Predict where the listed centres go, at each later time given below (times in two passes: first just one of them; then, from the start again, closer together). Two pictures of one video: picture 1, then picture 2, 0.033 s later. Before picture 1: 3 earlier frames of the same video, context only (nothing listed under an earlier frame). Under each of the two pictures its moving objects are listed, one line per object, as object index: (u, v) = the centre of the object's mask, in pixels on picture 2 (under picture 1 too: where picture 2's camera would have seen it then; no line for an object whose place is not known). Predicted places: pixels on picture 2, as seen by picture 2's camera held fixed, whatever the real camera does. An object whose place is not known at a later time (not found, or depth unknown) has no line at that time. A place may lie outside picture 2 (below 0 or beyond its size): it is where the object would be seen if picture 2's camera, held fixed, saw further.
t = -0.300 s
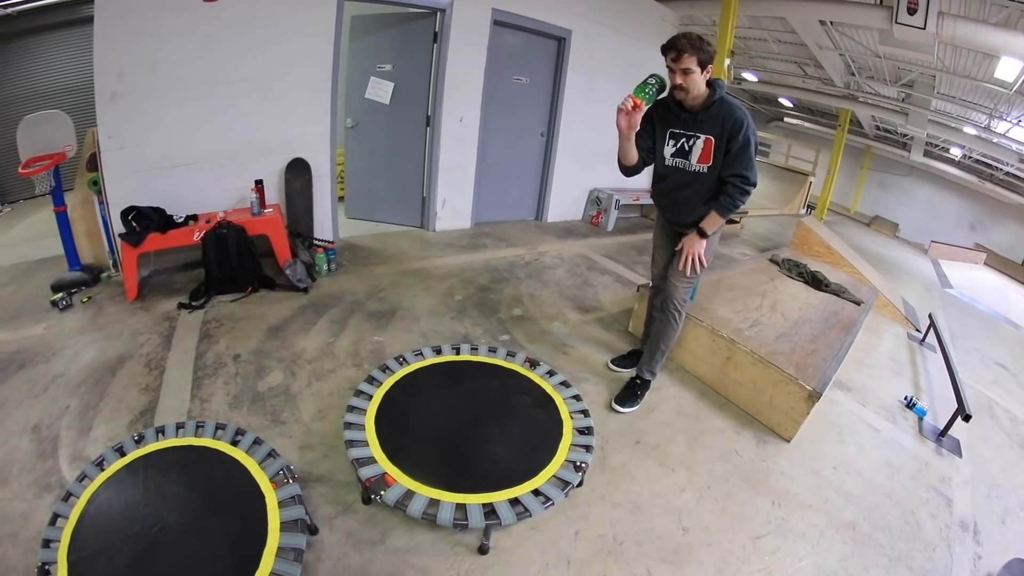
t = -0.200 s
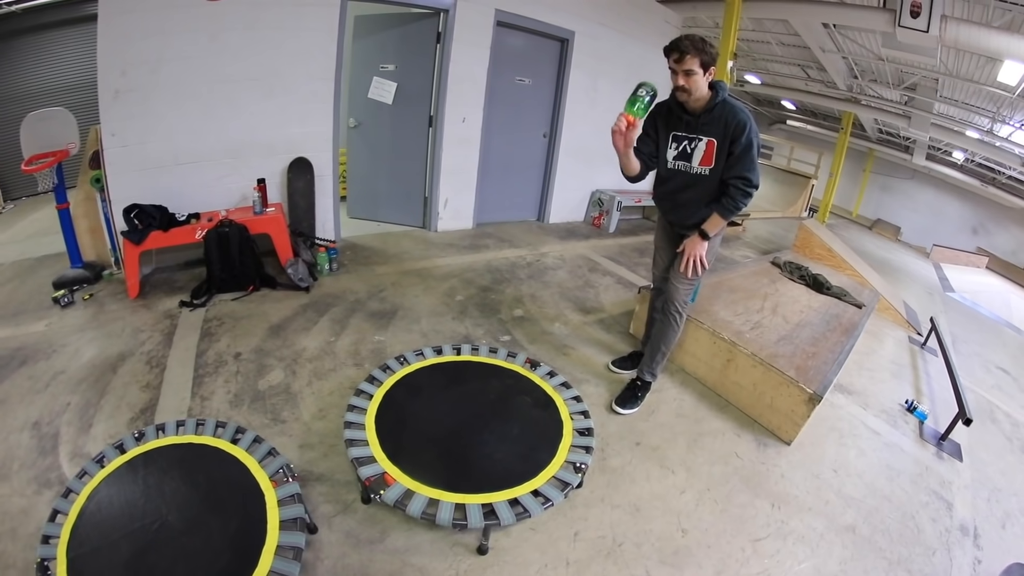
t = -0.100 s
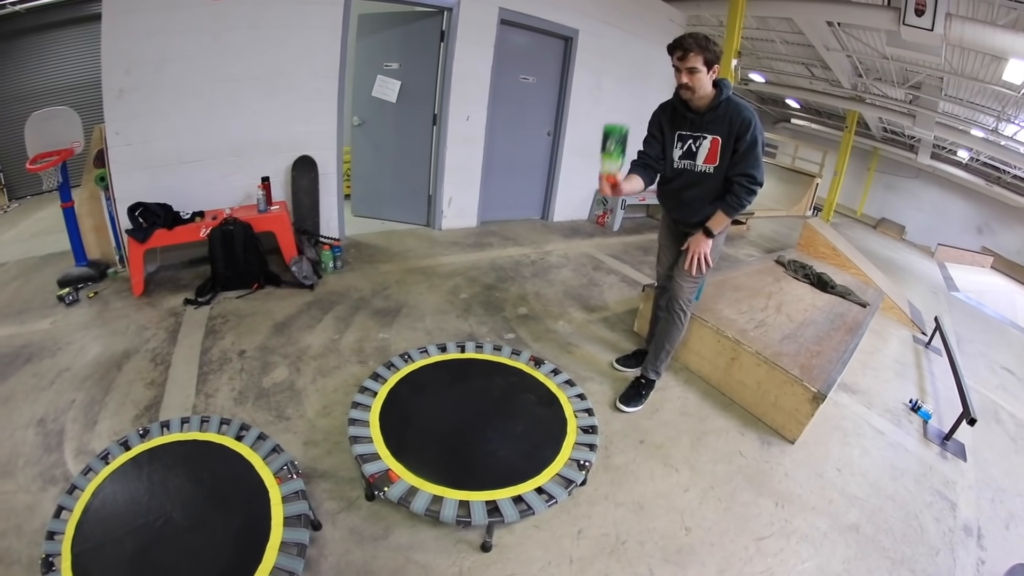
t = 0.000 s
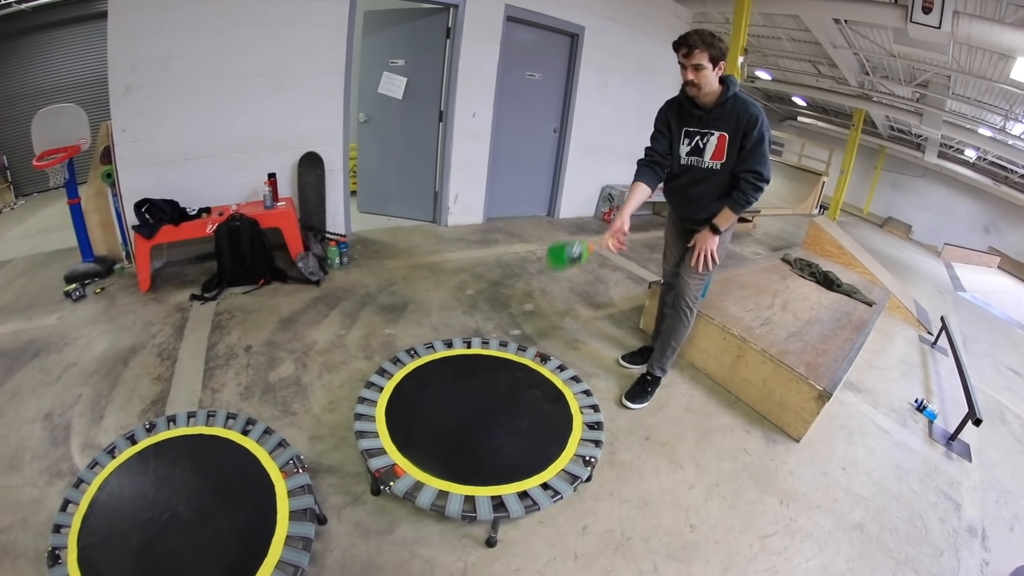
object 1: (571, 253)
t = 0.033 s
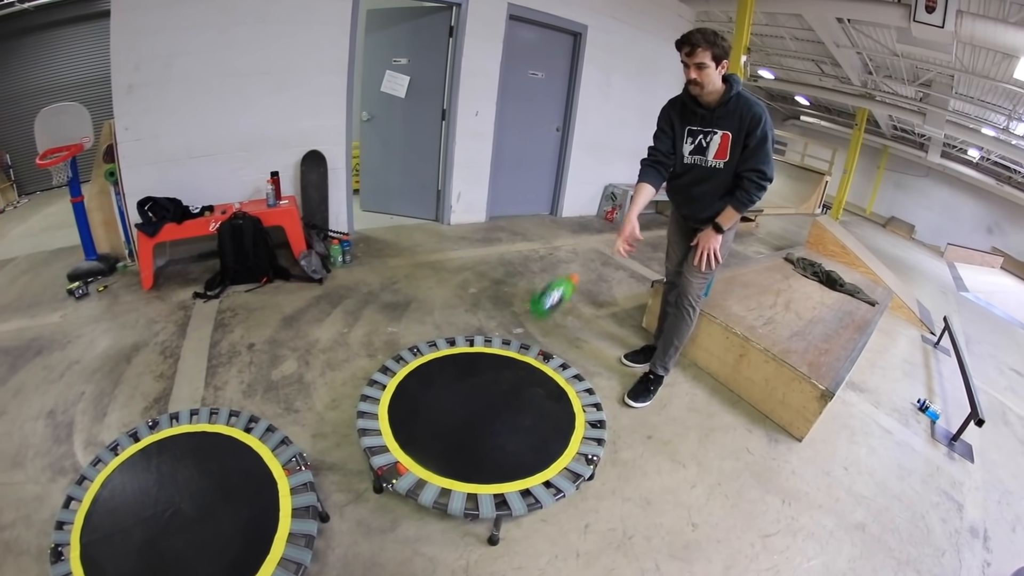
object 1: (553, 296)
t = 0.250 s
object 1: (458, 317)
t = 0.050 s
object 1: (544, 318)
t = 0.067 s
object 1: (535, 339)
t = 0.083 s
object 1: (523, 363)
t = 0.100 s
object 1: (514, 381)
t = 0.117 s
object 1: (508, 383)
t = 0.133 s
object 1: (501, 376)
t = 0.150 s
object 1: (493, 368)
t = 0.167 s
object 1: (488, 361)
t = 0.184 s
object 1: (482, 353)
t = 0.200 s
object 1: (476, 344)
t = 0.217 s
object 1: (470, 335)
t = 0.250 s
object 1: (458, 317)
